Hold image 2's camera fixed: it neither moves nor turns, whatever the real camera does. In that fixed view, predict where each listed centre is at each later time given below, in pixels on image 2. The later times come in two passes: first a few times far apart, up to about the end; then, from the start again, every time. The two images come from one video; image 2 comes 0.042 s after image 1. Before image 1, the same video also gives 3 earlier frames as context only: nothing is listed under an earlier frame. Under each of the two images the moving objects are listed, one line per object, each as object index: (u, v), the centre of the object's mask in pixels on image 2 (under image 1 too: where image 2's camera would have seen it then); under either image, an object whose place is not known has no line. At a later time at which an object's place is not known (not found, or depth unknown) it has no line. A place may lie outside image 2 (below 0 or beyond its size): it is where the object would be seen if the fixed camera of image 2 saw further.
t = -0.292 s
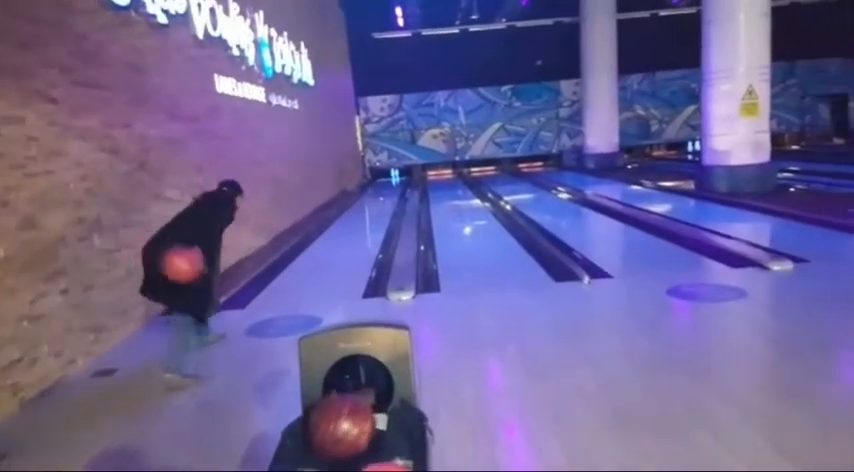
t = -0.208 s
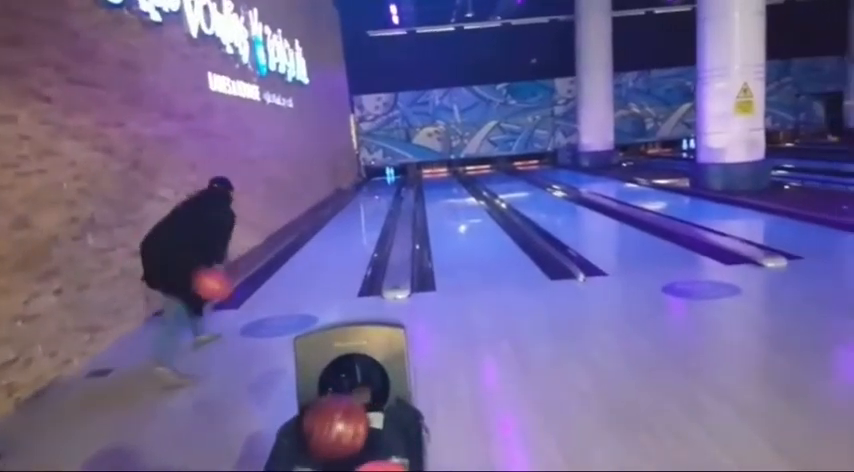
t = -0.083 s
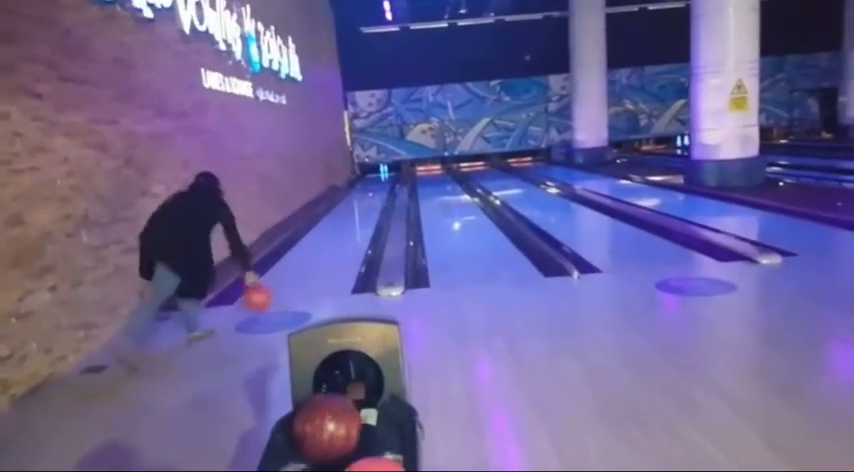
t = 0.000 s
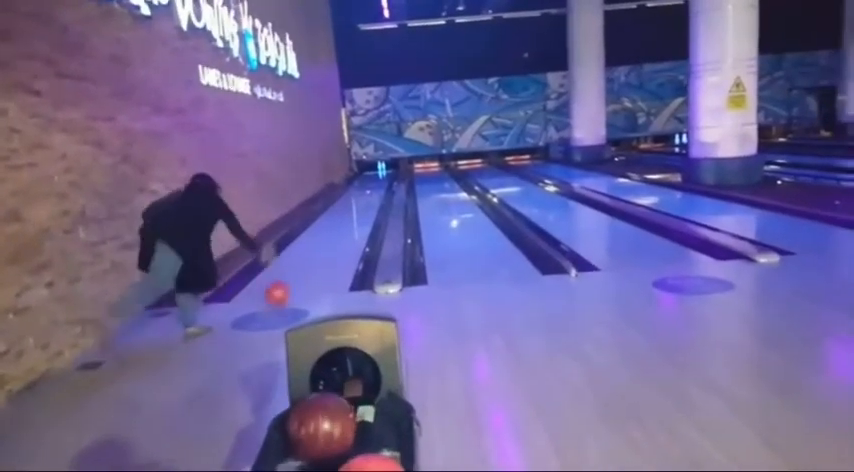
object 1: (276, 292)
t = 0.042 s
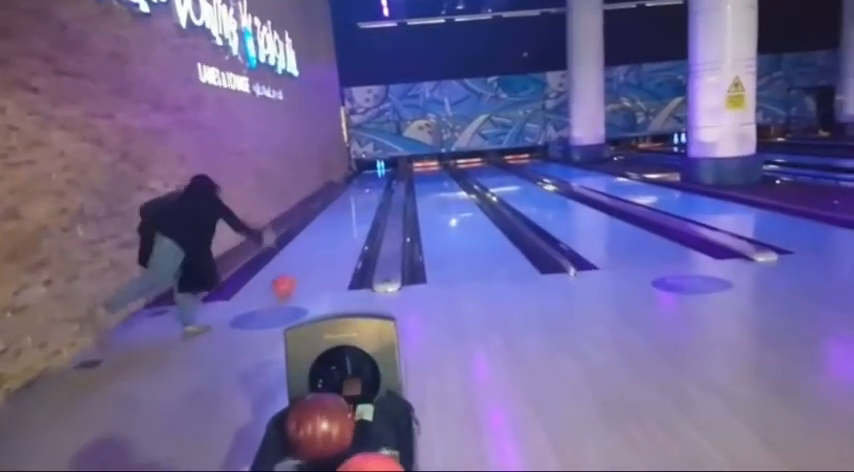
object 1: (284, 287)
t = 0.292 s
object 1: (319, 252)
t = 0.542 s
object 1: (340, 230)
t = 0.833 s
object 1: (359, 210)
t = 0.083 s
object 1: (290, 277)
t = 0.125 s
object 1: (298, 270)
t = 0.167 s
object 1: (304, 267)
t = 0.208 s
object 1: (309, 262)
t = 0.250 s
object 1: (314, 257)
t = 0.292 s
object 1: (319, 252)
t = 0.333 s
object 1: (323, 247)
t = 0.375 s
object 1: (327, 244)
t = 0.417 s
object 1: (331, 240)
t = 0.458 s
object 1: (334, 236)
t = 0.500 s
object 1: (337, 234)
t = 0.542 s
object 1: (340, 230)
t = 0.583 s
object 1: (343, 227)
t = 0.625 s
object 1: (346, 225)
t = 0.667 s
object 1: (351, 221)
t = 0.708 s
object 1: (354, 217)
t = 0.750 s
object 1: (356, 215)
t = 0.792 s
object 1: (358, 212)
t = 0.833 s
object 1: (359, 210)
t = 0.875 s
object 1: (359, 209)
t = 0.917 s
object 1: (361, 207)
